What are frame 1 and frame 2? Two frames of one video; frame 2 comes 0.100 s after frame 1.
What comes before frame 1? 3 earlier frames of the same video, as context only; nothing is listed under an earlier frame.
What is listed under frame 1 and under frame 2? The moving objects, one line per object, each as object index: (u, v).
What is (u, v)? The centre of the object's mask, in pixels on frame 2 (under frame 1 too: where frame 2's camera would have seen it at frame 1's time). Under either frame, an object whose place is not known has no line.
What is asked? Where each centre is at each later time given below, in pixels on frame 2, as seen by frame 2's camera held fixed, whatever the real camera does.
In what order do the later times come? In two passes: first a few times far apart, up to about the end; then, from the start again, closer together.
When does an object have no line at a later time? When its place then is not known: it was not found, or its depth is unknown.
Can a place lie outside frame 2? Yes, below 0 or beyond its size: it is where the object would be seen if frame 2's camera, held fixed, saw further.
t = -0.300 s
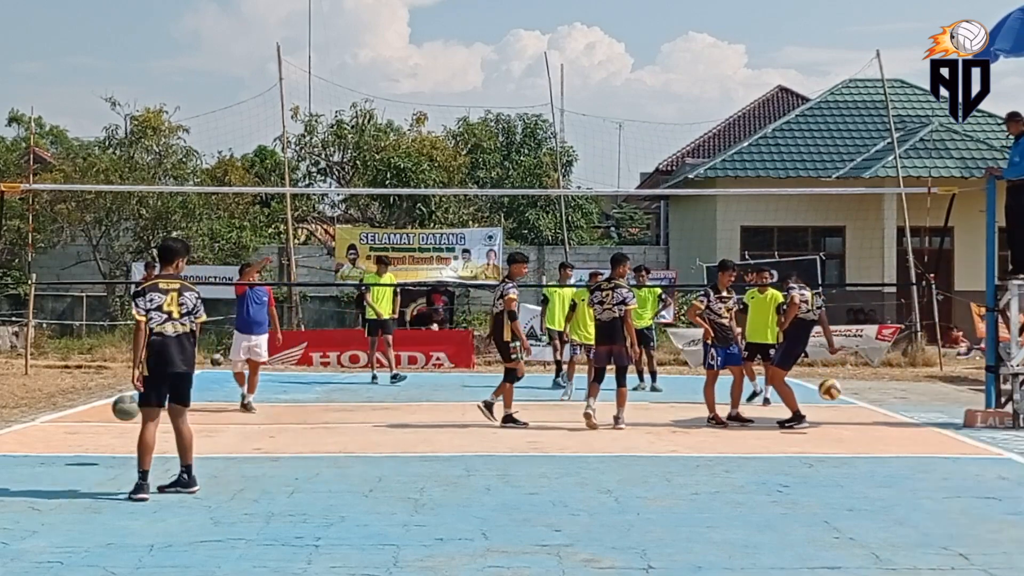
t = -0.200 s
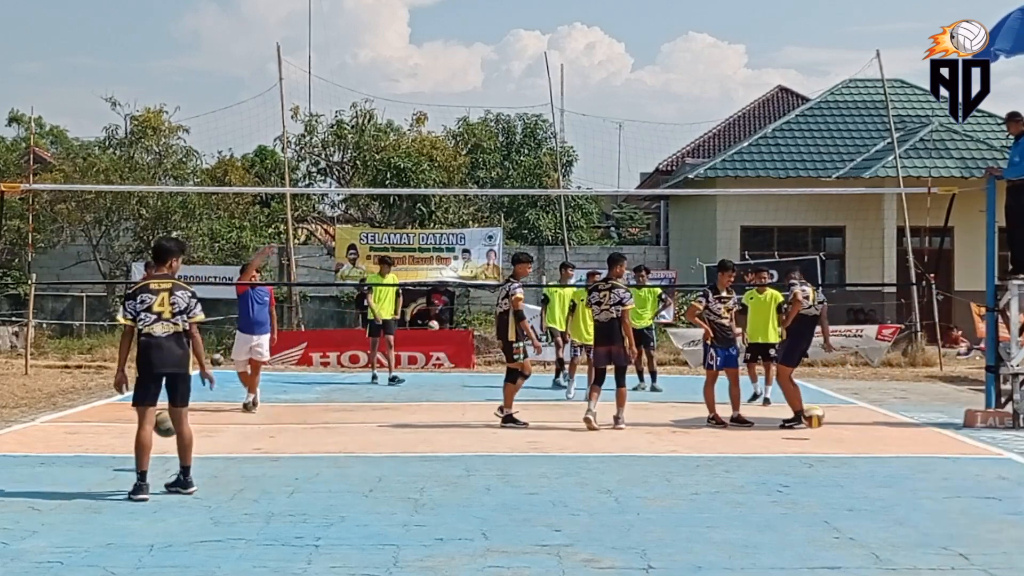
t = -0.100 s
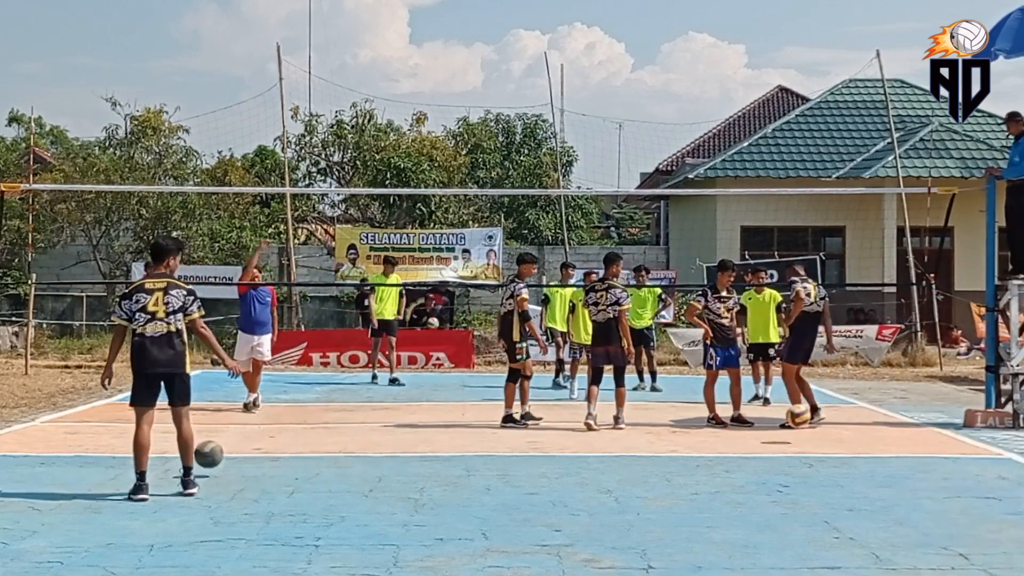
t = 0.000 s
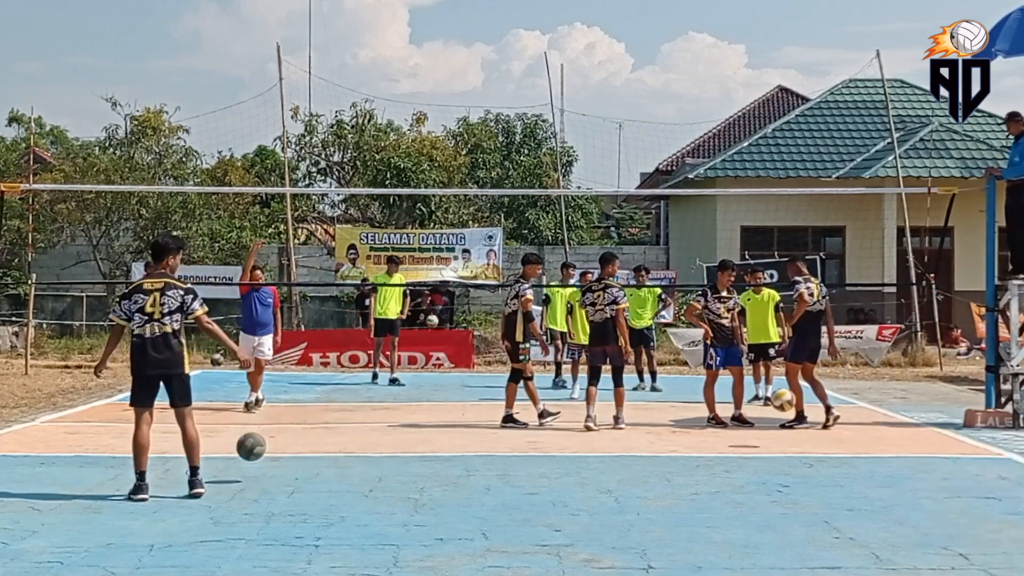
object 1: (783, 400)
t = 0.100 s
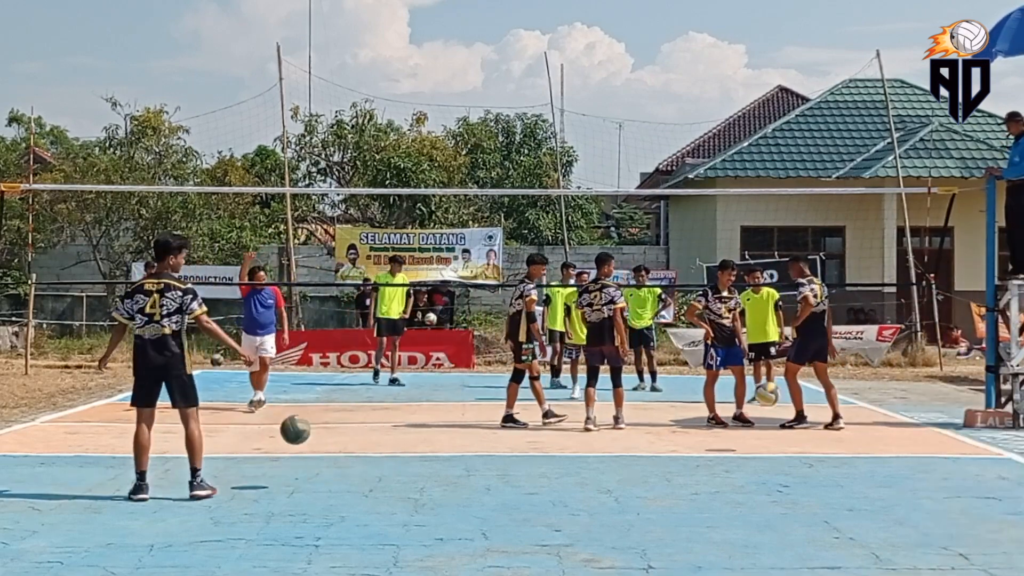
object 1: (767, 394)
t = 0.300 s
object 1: (735, 415)
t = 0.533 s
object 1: (696, 428)
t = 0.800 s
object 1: (647, 431)
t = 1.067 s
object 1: (593, 457)
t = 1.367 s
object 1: (523, 480)
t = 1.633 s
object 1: (452, 489)
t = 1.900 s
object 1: (367, 543)
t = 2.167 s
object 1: (264, 557)
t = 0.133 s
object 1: (763, 394)
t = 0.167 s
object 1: (756, 396)
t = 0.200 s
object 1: (754, 399)
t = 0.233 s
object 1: (746, 403)
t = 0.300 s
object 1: (735, 415)
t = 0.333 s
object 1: (730, 426)
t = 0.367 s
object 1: (724, 435)
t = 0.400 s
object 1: (718, 446)
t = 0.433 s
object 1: (712, 449)
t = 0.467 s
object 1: (707, 440)
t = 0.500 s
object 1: (701, 434)
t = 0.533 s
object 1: (696, 428)
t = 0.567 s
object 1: (689, 423)
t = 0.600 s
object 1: (684, 420)
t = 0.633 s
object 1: (677, 418)
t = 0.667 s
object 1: (671, 418)
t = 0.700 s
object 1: (666, 419)
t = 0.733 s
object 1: (660, 421)
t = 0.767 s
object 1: (653, 425)
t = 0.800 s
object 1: (647, 431)
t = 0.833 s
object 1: (640, 439)
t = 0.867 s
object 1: (634, 448)
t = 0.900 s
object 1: (627, 458)
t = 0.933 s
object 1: (621, 470)
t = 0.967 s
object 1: (614, 478)
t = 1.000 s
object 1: (607, 470)
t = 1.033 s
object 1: (600, 463)
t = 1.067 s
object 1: (593, 457)
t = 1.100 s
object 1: (585, 453)
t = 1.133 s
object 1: (578, 450)
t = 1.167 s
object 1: (571, 449)
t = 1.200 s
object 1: (563, 449)
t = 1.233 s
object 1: (555, 452)
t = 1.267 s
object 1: (547, 456)
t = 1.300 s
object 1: (539, 462)
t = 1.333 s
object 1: (531, 470)
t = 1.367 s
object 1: (523, 480)
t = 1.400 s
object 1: (515, 492)
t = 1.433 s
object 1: (506, 506)
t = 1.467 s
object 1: (498, 506)
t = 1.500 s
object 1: (488, 499)
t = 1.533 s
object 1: (479, 494)
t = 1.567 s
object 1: (470, 491)
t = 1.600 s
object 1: (462, 489)
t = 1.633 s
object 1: (452, 489)
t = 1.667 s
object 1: (442, 492)
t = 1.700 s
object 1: (432, 496)
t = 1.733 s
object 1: (422, 503)
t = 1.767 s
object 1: (412, 512)
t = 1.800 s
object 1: (401, 522)
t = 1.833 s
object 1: (390, 536)
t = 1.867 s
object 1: (379, 551)
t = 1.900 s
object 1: (367, 543)
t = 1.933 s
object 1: (355, 537)
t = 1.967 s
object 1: (343, 534)
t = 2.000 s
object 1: (330, 532)
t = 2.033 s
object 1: (318, 533)
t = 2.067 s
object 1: (305, 536)
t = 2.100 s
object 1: (291, 541)
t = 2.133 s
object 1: (277, 550)
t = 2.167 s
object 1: (264, 557)
